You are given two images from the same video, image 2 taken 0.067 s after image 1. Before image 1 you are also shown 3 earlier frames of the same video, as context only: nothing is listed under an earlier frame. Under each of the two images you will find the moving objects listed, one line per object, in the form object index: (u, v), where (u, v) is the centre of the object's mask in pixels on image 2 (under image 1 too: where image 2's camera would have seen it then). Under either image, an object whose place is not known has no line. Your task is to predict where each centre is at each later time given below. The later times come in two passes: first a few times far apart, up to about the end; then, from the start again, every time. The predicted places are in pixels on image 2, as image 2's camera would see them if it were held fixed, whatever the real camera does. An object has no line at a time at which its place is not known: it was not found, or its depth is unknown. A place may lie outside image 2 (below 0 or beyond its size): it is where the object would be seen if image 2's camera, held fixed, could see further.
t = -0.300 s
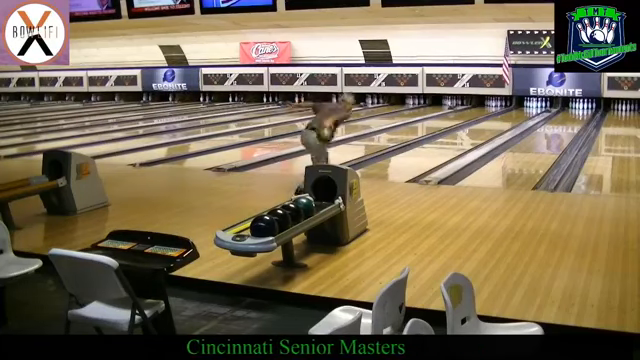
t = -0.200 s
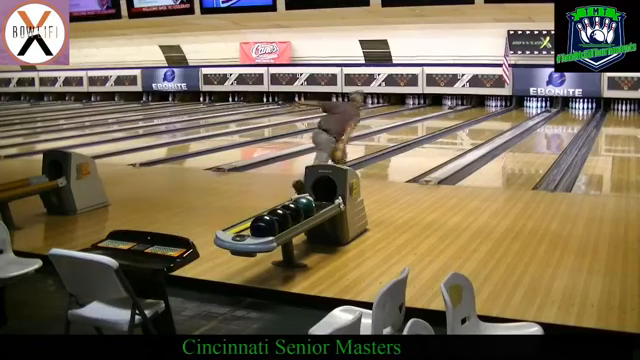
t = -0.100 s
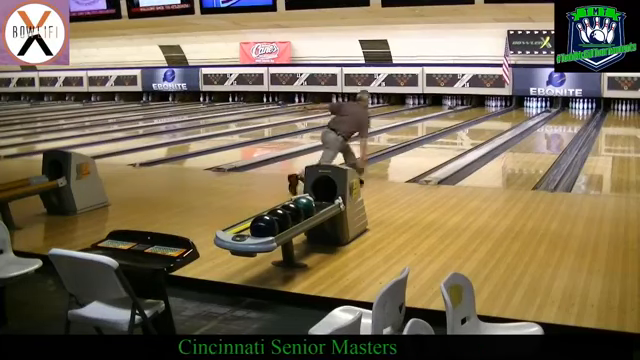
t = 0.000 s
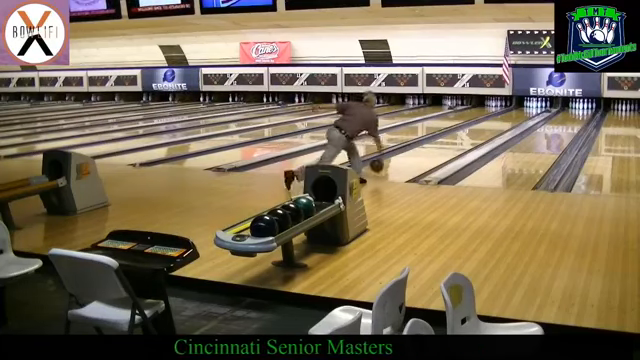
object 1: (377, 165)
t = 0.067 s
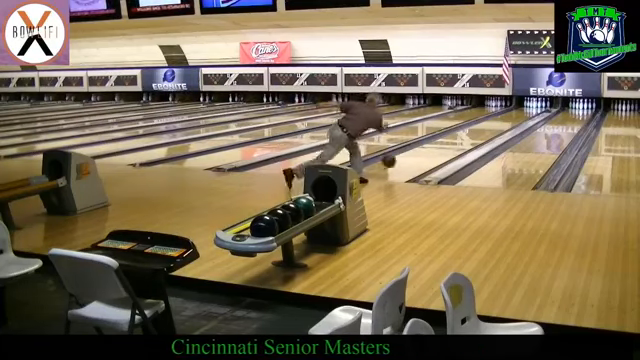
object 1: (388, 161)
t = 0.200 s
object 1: (409, 165)
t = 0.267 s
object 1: (418, 161)
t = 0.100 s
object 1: (394, 160)
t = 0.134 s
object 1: (399, 159)
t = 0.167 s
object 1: (404, 159)
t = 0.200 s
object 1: (409, 165)
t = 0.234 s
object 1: (414, 163)
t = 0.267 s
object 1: (418, 161)
